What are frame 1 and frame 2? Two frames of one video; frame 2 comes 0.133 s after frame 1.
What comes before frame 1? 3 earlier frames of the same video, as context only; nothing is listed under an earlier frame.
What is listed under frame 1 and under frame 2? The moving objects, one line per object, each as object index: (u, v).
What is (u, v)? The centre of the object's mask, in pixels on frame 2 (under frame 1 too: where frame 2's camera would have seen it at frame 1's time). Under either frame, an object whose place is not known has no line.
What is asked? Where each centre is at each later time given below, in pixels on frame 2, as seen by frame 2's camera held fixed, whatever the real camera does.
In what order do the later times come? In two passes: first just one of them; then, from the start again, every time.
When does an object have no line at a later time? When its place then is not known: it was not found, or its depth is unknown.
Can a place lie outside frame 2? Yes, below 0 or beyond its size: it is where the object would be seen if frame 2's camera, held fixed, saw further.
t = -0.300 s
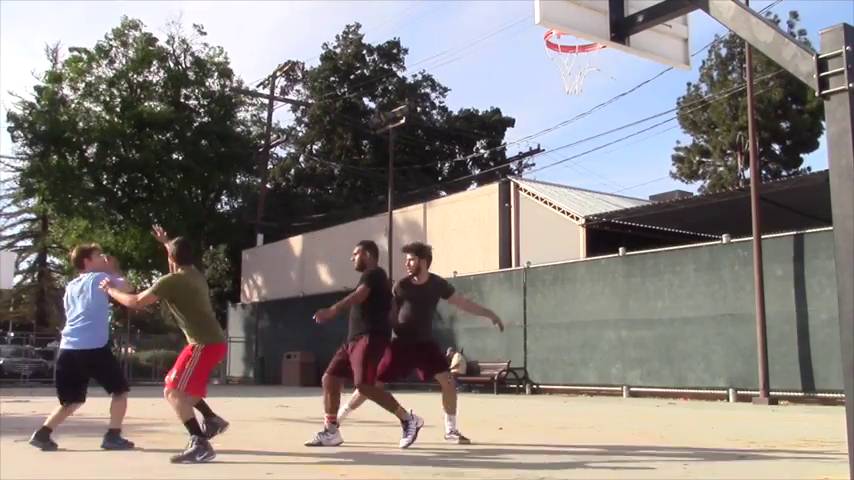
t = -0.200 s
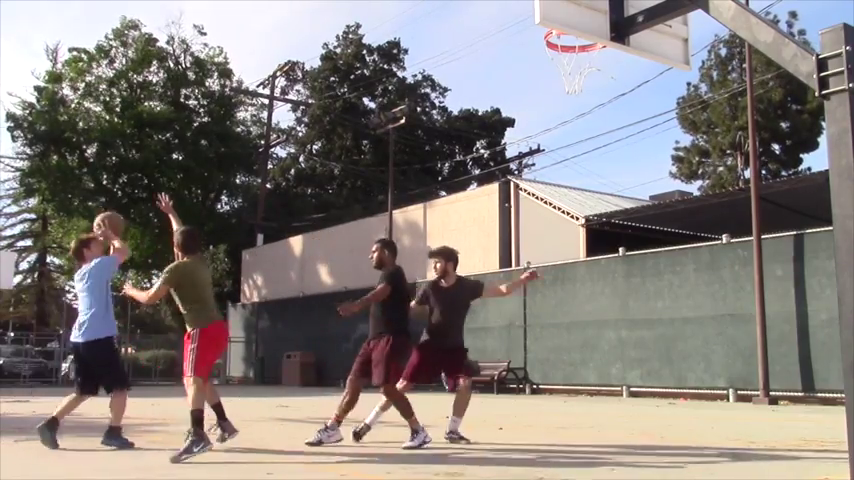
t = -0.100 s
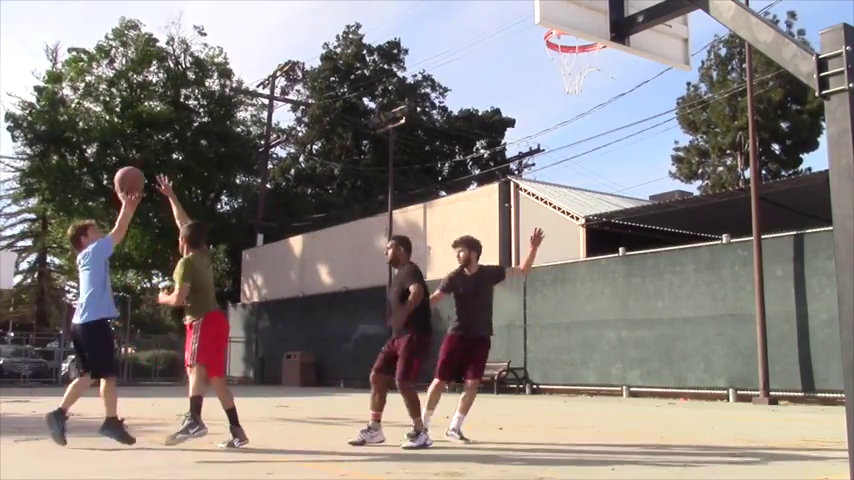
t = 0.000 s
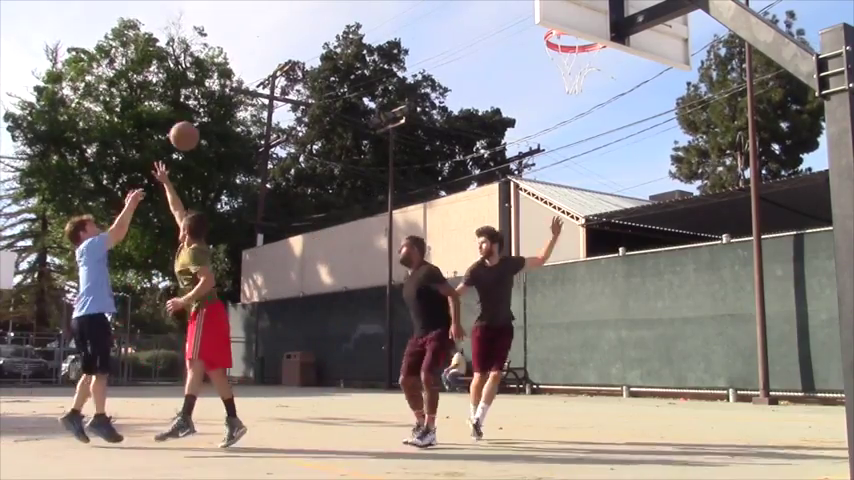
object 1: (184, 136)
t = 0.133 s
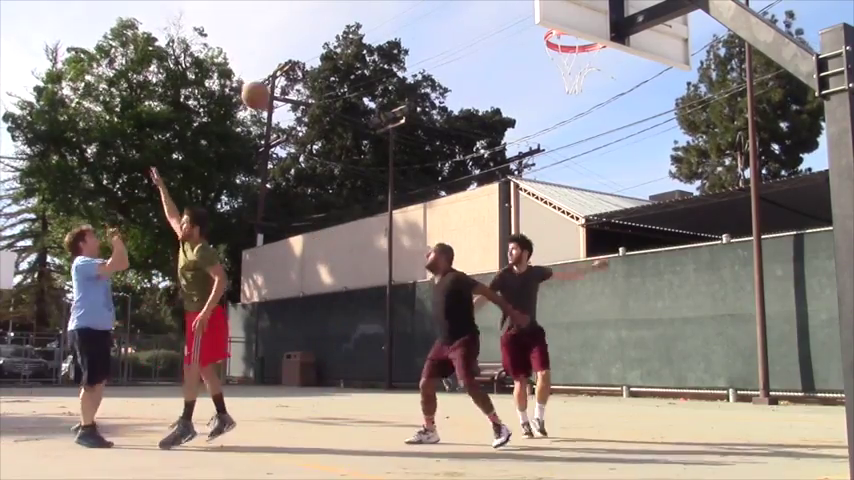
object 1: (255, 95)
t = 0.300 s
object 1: (340, 73)
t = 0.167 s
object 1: (273, 88)
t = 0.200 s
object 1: (290, 82)
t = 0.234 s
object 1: (307, 78)
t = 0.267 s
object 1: (324, 75)
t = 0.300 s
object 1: (340, 73)
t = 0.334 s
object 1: (357, 71)
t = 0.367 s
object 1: (373, 72)
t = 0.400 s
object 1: (390, 73)
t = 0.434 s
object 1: (405, 76)
